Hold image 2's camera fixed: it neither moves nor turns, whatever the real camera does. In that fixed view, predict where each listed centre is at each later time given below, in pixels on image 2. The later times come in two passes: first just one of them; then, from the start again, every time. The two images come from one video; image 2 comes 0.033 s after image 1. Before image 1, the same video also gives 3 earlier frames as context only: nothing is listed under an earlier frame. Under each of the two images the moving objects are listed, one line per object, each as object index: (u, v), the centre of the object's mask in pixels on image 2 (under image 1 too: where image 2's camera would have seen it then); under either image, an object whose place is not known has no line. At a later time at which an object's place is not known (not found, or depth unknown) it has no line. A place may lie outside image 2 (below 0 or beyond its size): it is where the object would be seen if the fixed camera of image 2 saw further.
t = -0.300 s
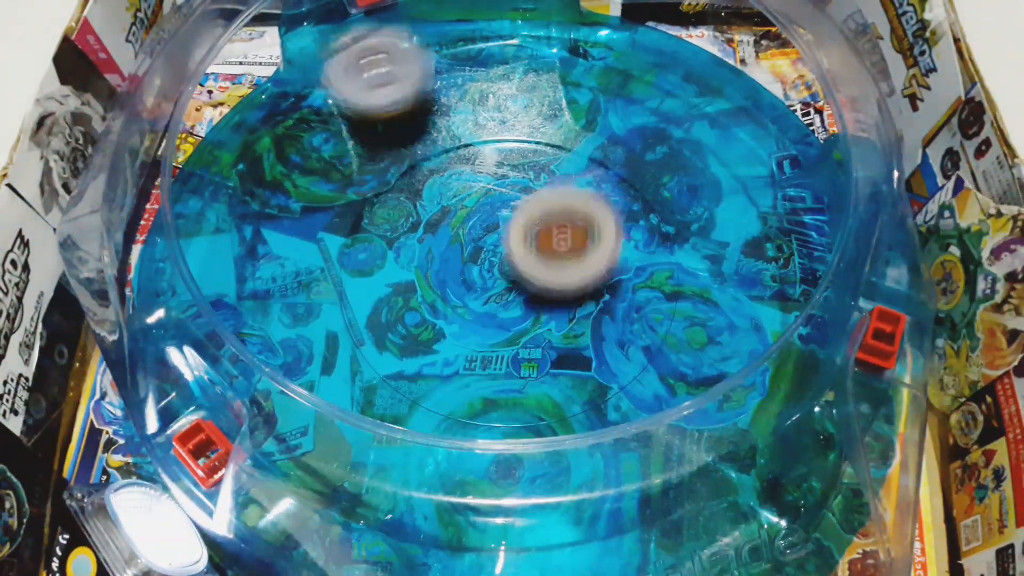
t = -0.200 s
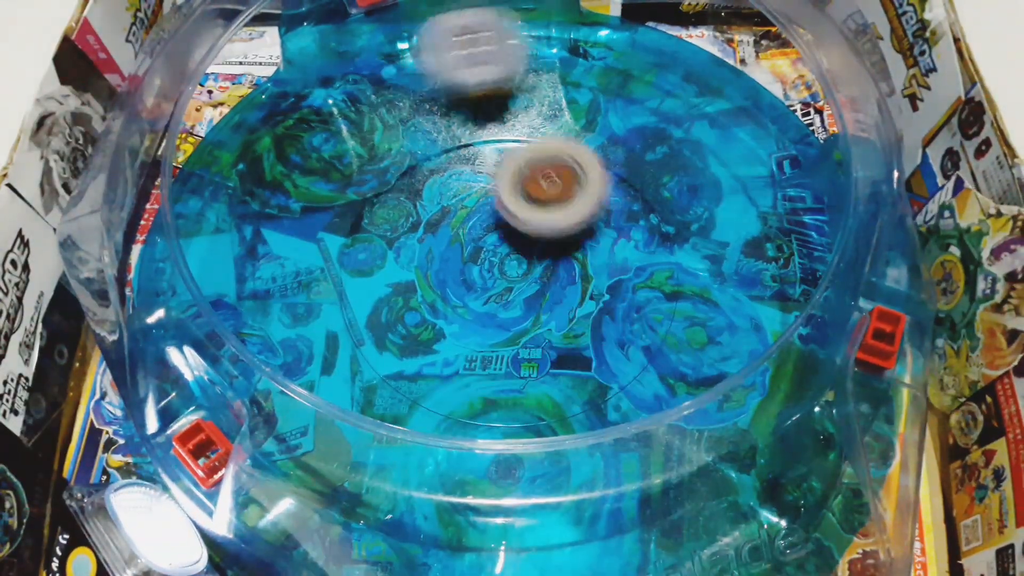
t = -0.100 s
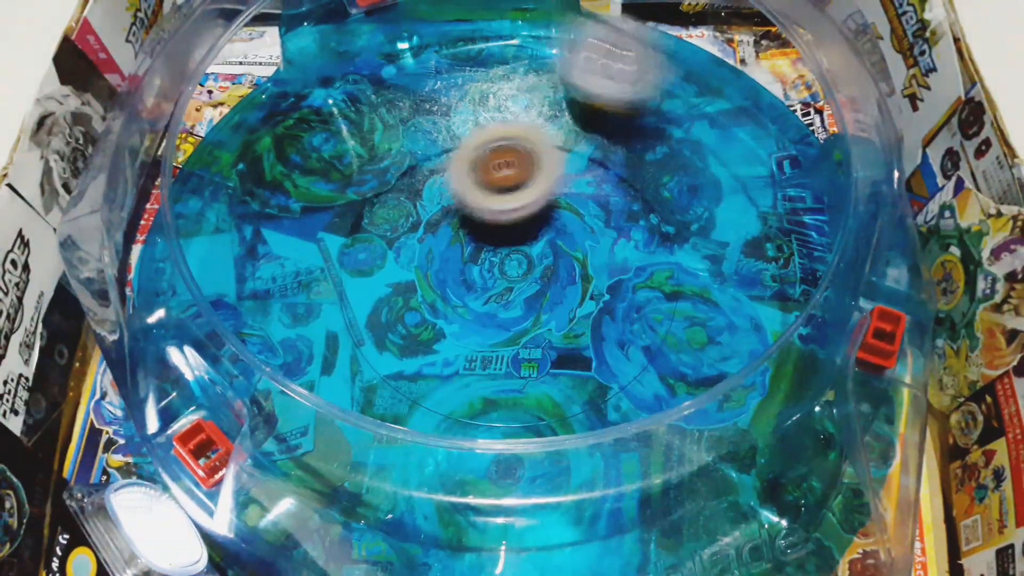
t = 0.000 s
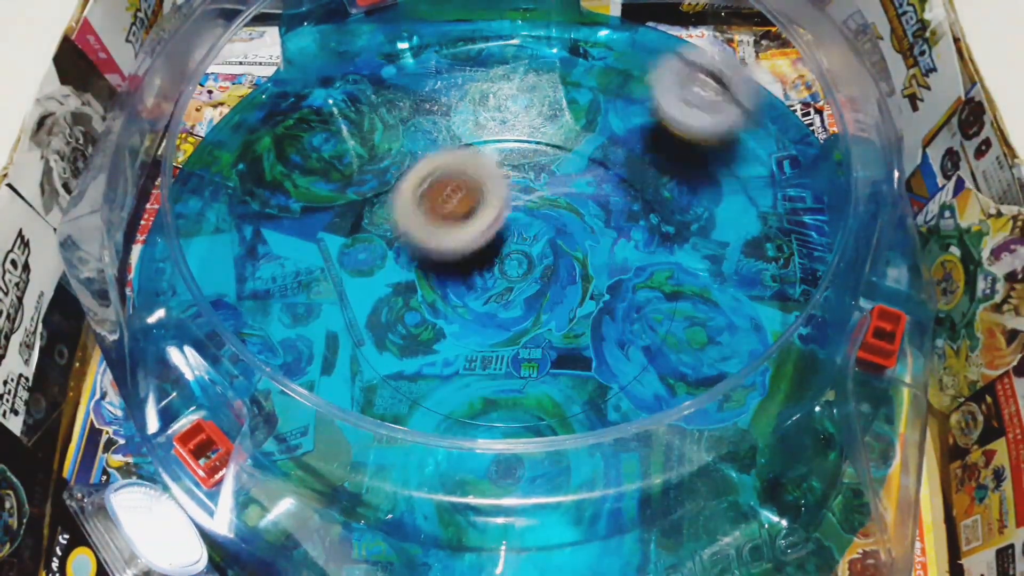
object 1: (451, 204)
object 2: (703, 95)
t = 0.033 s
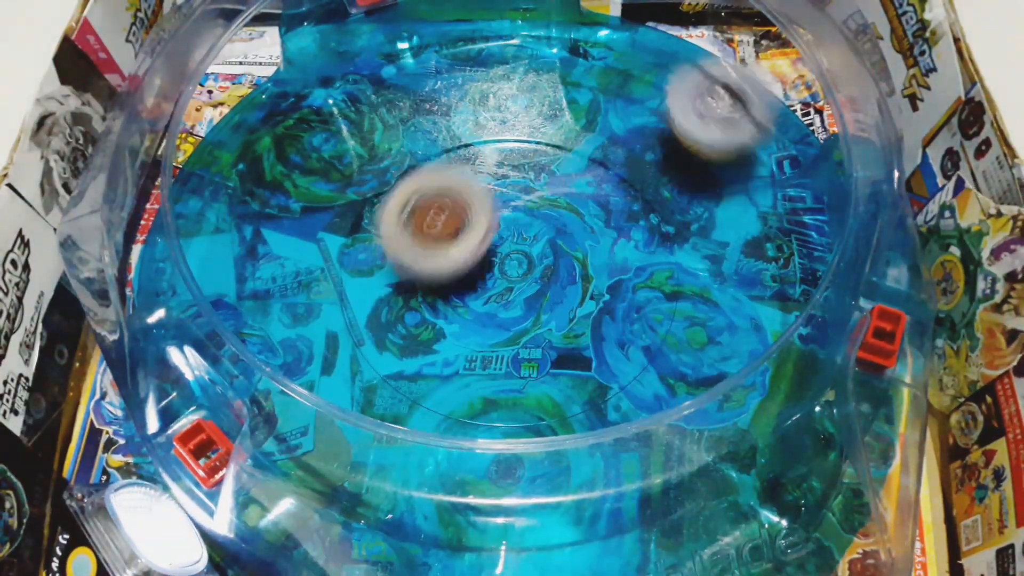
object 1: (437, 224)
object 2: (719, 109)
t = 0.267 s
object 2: (636, 293)
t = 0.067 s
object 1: (426, 251)
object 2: (729, 126)
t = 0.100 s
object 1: (423, 279)
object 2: (731, 148)
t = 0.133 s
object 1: (425, 310)
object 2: (722, 164)
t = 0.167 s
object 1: (435, 338)
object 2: (708, 188)
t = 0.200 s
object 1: (454, 364)
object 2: (690, 218)
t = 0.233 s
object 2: (667, 253)
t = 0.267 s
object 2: (636, 293)
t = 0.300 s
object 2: (618, 314)
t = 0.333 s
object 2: (671, 236)
